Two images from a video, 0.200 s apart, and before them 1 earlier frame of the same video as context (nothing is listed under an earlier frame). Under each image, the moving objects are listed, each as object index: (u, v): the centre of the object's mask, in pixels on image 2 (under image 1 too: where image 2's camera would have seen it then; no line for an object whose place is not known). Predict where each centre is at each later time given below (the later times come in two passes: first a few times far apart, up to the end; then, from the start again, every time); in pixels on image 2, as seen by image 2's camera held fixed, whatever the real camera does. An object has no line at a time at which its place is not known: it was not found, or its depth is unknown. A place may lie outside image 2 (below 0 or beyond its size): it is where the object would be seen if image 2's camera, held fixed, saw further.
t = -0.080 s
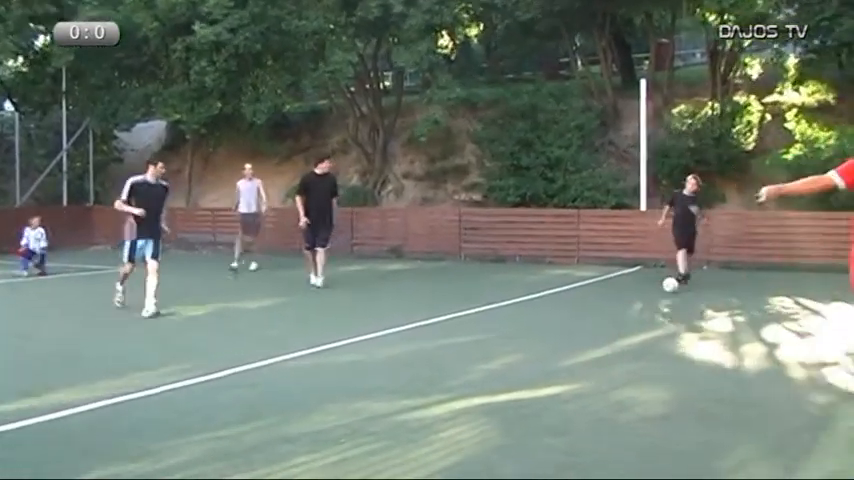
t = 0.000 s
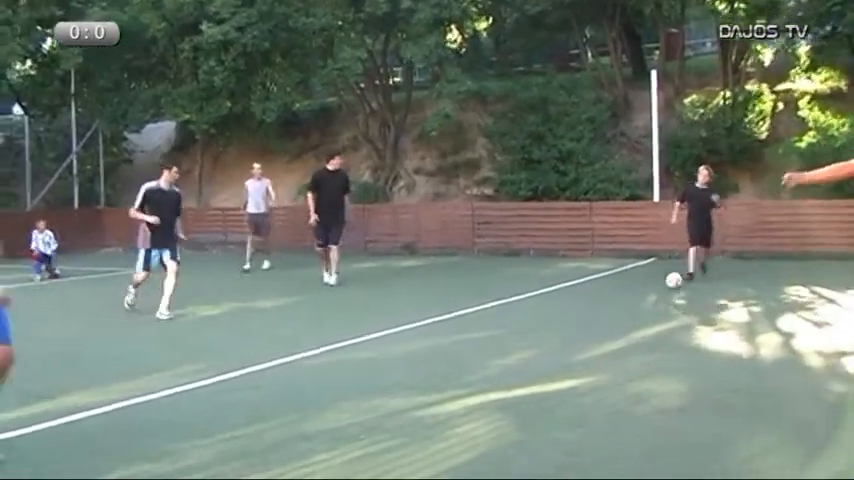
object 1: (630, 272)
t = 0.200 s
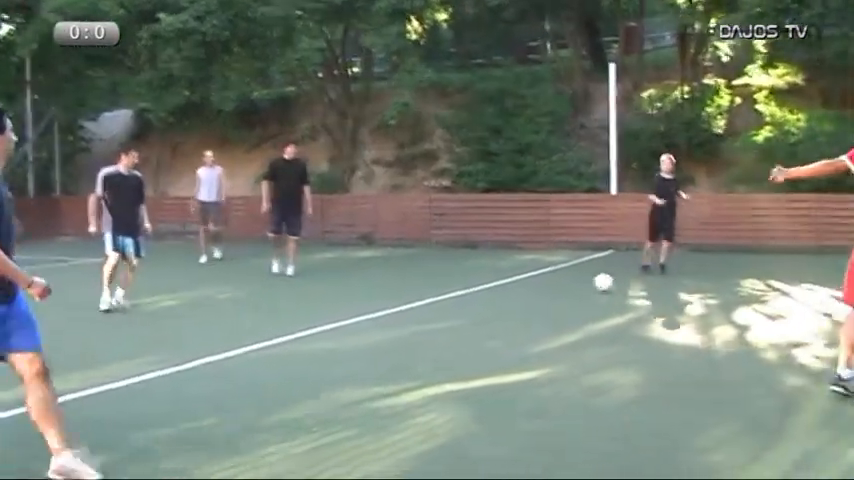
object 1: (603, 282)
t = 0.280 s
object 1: (592, 287)
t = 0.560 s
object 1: (550, 304)
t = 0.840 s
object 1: (498, 327)
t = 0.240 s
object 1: (597, 285)
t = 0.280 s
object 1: (592, 287)
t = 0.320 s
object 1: (587, 289)
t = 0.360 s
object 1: (582, 290)
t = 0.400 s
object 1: (576, 293)
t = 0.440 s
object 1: (569, 296)
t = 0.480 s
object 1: (563, 297)
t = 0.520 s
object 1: (557, 301)
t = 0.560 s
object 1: (550, 304)
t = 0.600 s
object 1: (544, 306)
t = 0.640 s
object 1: (537, 309)
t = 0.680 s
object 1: (529, 314)
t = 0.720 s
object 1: (522, 316)
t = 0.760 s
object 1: (515, 320)
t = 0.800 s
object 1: (506, 323)
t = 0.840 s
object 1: (498, 327)
